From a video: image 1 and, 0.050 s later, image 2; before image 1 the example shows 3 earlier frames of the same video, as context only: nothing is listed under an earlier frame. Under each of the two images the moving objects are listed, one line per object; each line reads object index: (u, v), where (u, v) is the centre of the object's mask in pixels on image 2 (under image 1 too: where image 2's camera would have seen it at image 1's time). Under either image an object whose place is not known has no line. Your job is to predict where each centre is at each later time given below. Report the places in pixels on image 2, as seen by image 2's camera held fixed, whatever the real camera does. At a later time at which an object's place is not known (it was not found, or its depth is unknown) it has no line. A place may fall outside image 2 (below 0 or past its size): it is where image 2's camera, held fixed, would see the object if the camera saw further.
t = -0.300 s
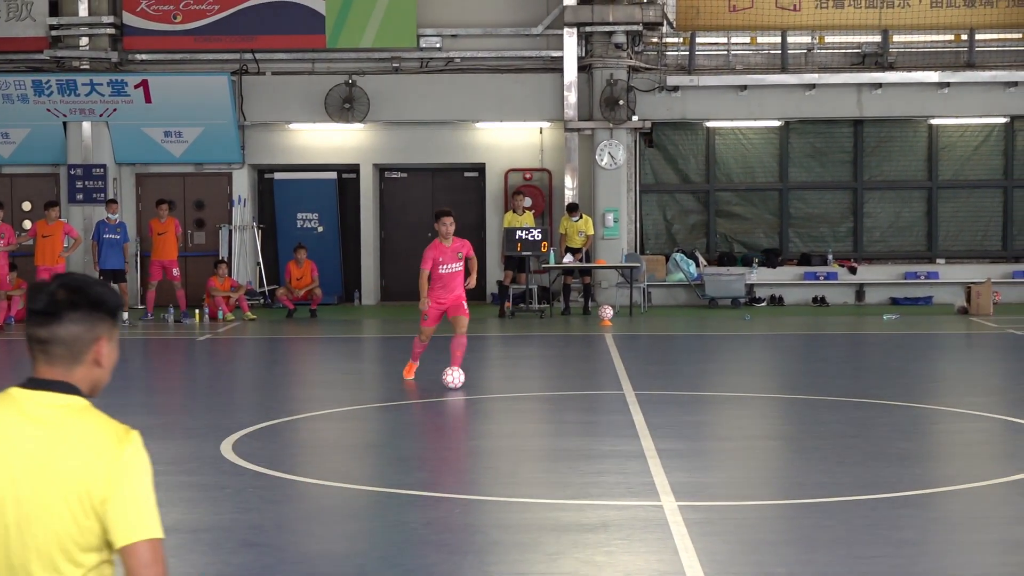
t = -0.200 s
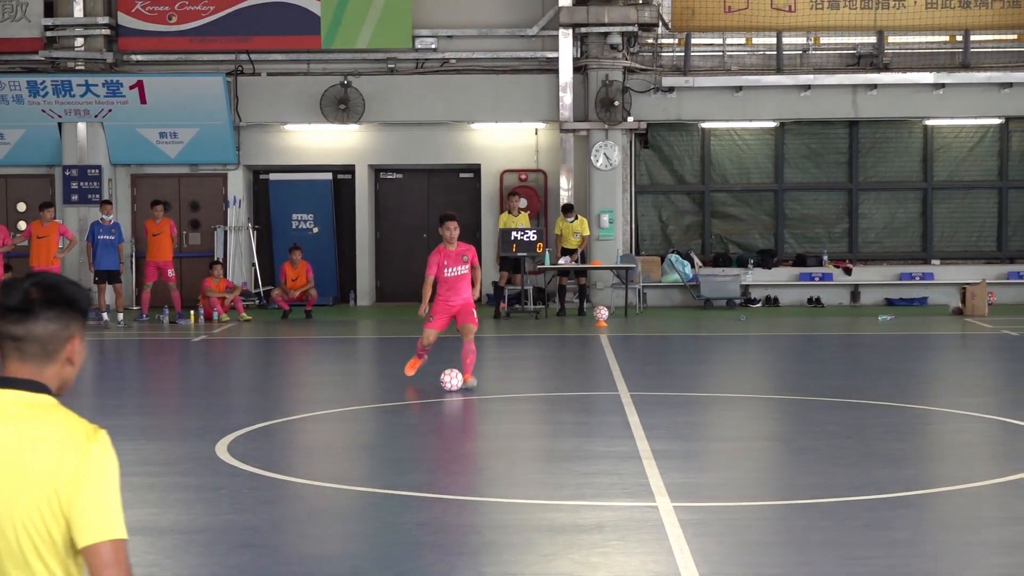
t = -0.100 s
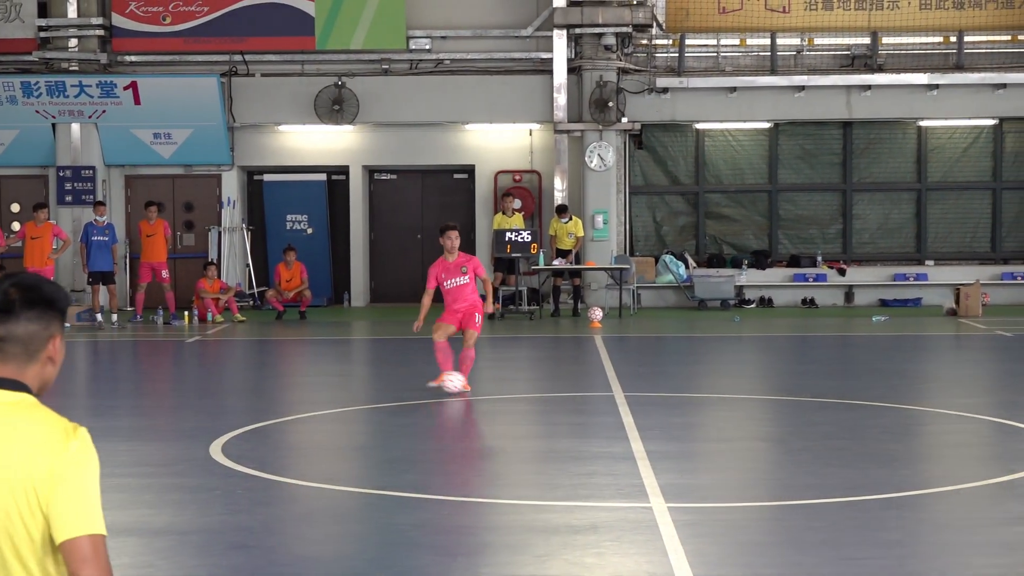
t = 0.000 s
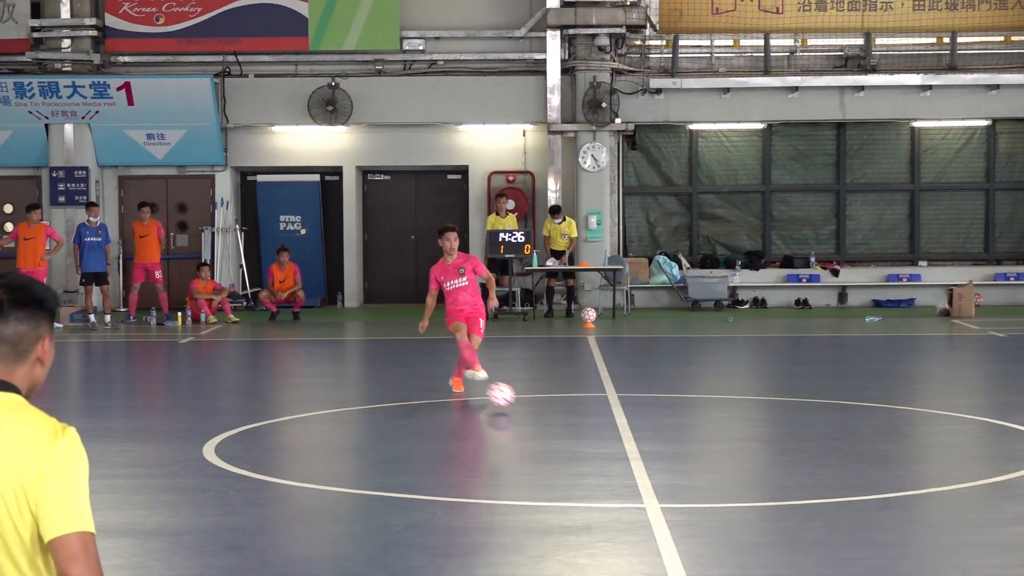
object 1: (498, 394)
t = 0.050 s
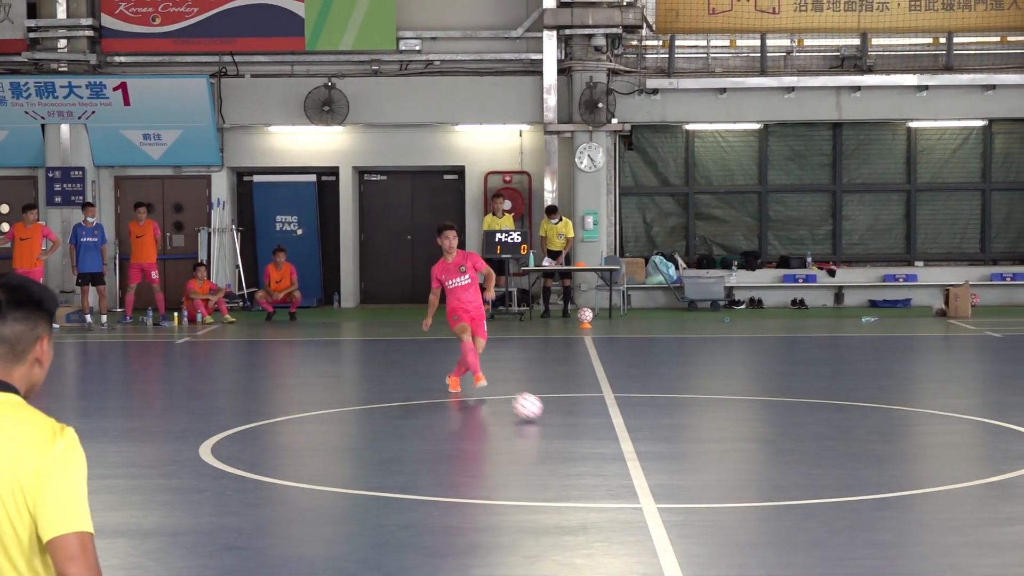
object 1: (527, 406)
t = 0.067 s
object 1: (538, 410)
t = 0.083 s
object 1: (548, 412)
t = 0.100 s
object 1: (558, 414)
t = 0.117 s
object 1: (569, 417)
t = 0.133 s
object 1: (579, 421)
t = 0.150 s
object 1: (590, 424)
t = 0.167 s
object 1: (601, 429)
